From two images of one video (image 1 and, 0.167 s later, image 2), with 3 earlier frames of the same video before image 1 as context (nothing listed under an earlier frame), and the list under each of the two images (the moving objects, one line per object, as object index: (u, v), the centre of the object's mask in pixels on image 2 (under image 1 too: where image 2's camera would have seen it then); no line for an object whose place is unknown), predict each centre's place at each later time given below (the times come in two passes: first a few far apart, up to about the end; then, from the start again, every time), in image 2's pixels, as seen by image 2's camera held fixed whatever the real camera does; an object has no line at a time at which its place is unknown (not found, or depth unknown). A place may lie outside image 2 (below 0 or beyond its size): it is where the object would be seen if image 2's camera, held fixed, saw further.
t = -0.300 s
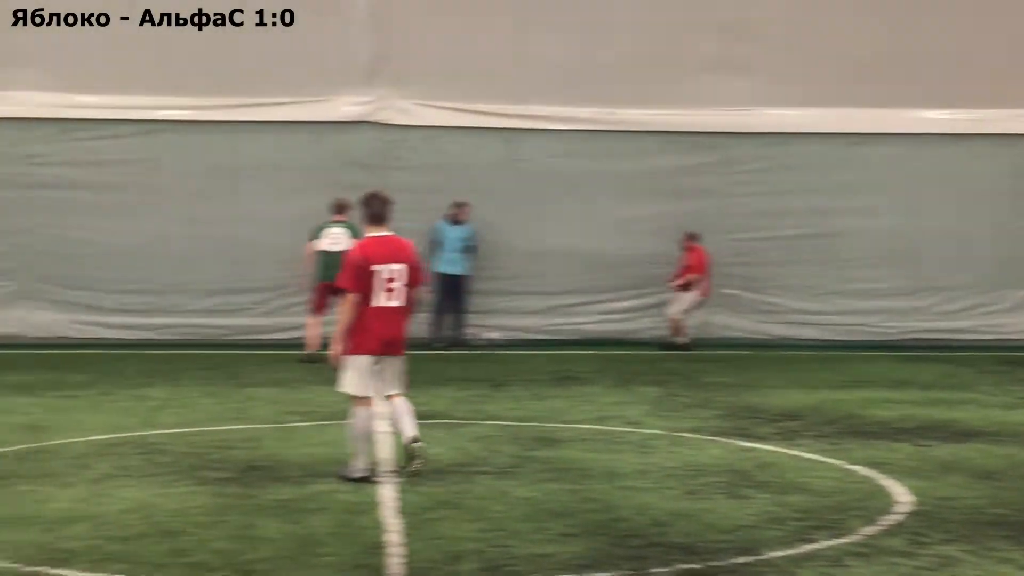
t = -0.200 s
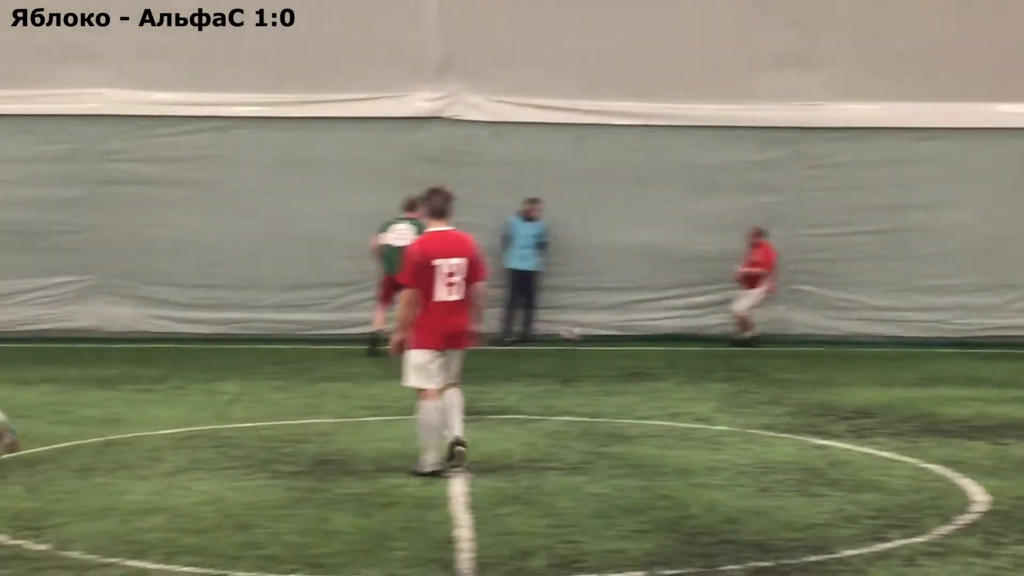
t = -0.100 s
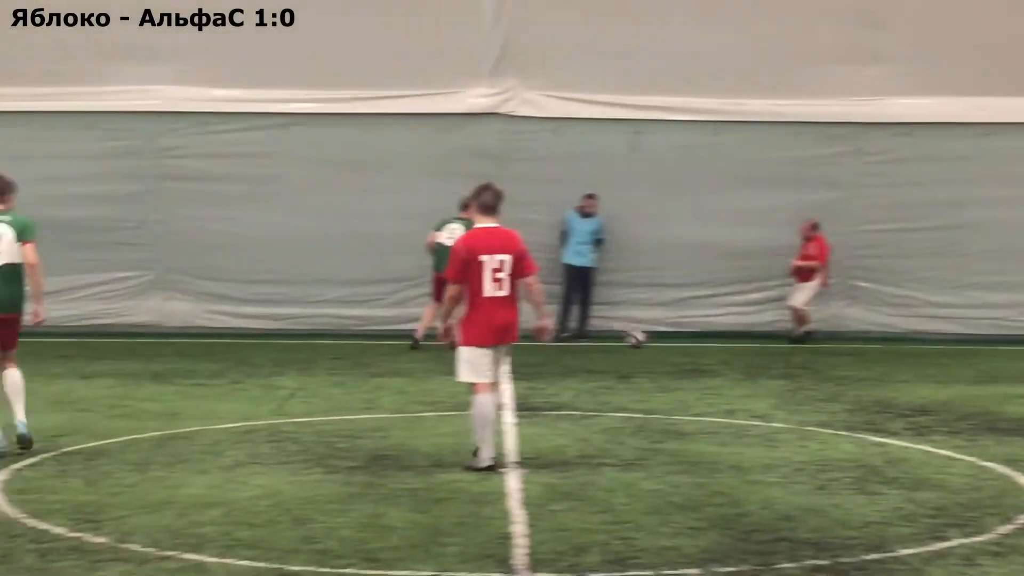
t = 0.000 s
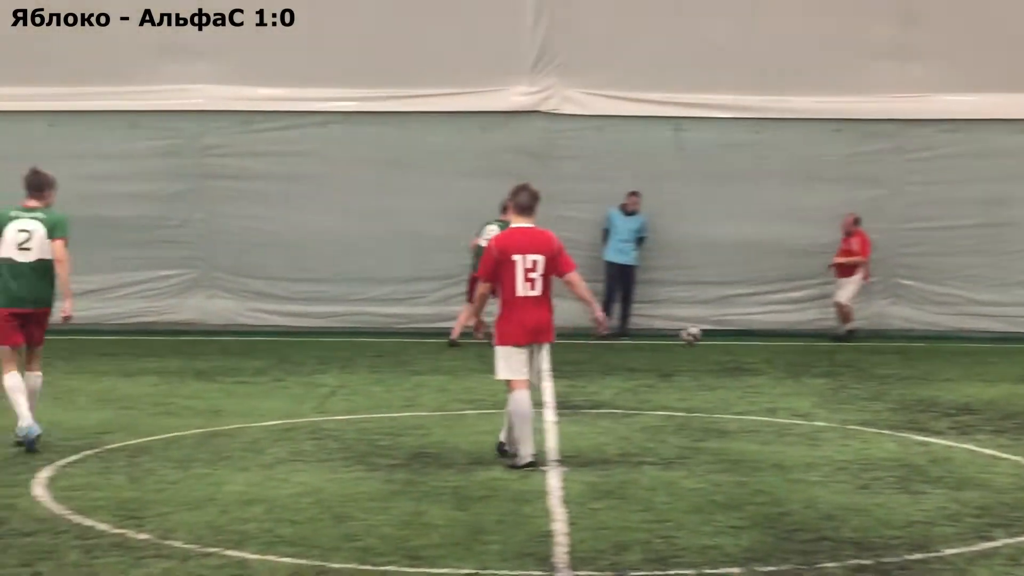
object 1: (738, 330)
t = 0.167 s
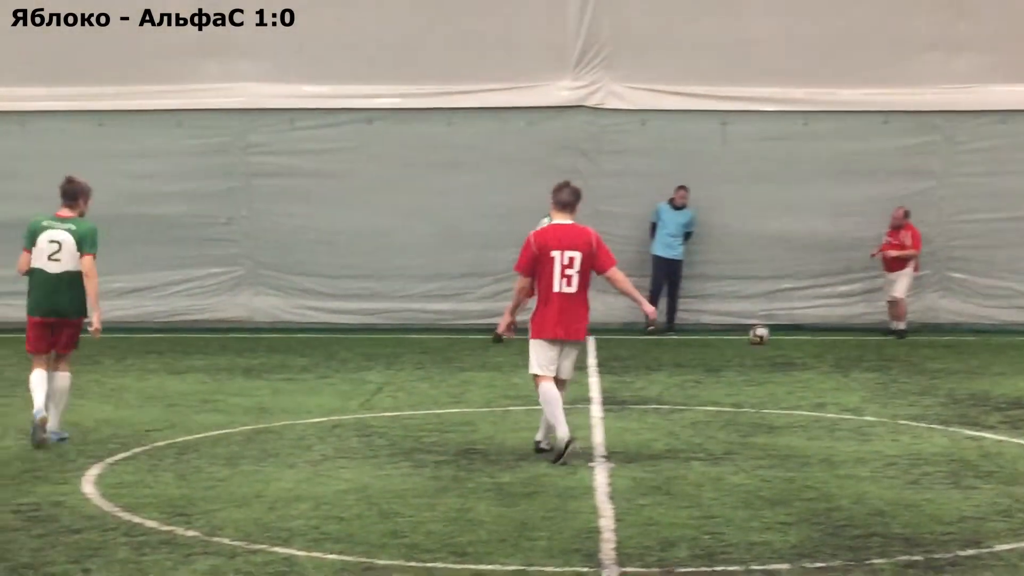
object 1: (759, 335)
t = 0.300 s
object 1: (775, 338)
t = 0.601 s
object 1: (811, 341)
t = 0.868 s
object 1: (841, 344)
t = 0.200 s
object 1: (762, 335)
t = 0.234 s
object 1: (767, 335)
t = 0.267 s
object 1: (771, 336)
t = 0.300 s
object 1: (775, 338)
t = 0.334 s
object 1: (779, 337)
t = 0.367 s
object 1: (784, 338)
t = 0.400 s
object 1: (787, 339)
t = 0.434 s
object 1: (791, 338)
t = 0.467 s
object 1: (795, 339)
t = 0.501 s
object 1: (799, 340)
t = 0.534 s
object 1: (803, 340)
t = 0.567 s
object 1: (807, 341)
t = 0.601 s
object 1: (811, 341)
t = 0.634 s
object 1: (815, 341)
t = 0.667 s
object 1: (819, 341)
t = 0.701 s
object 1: (823, 342)
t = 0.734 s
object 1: (826, 342)
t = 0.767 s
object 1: (830, 343)
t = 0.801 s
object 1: (834, 343)
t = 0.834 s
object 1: (838, 343)
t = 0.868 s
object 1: (841, 344)
